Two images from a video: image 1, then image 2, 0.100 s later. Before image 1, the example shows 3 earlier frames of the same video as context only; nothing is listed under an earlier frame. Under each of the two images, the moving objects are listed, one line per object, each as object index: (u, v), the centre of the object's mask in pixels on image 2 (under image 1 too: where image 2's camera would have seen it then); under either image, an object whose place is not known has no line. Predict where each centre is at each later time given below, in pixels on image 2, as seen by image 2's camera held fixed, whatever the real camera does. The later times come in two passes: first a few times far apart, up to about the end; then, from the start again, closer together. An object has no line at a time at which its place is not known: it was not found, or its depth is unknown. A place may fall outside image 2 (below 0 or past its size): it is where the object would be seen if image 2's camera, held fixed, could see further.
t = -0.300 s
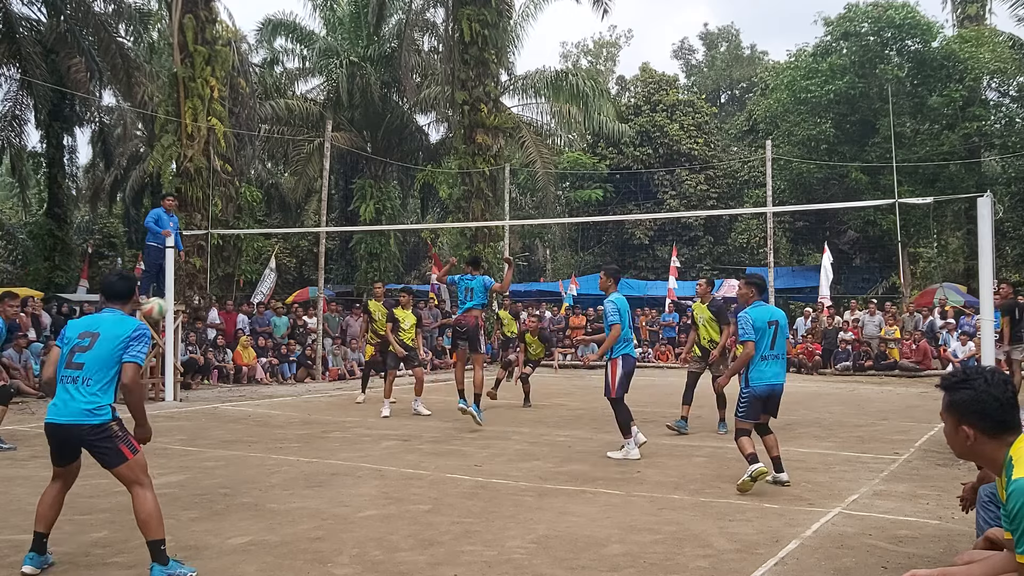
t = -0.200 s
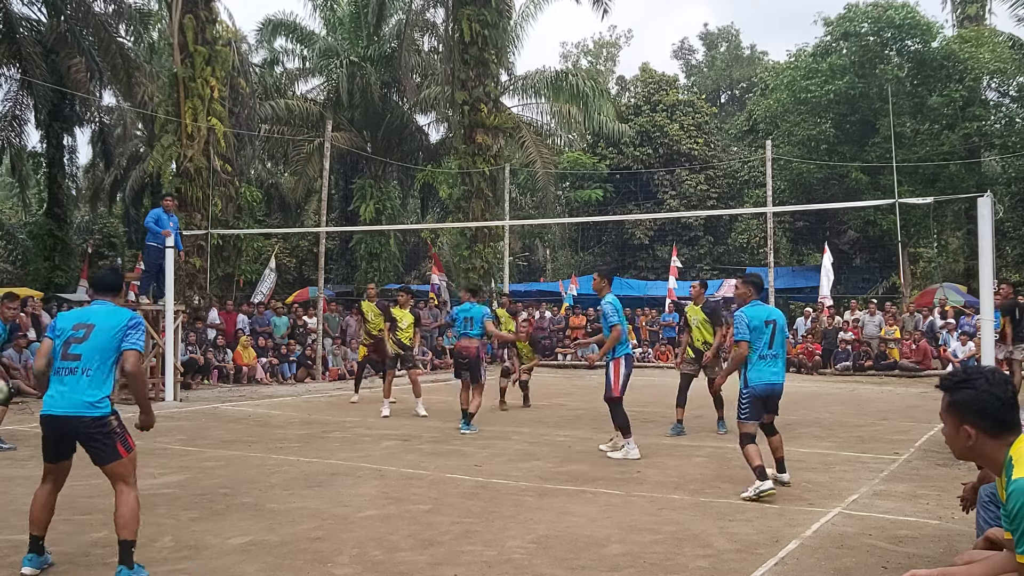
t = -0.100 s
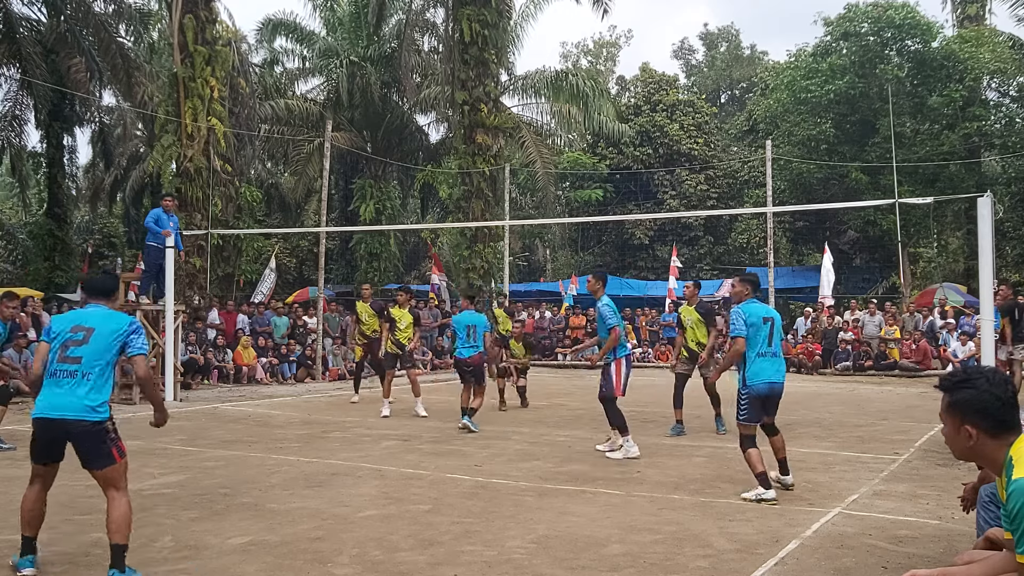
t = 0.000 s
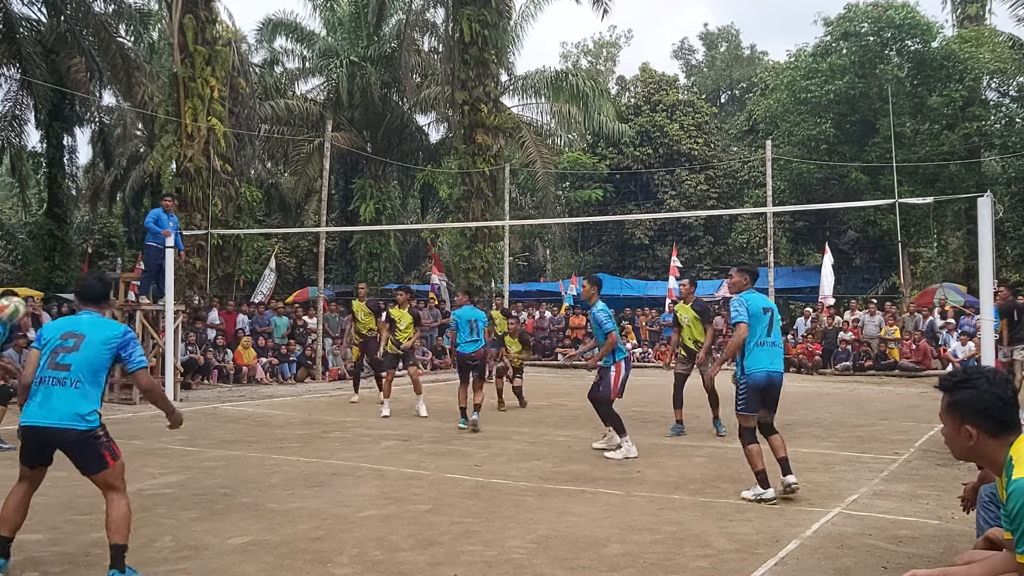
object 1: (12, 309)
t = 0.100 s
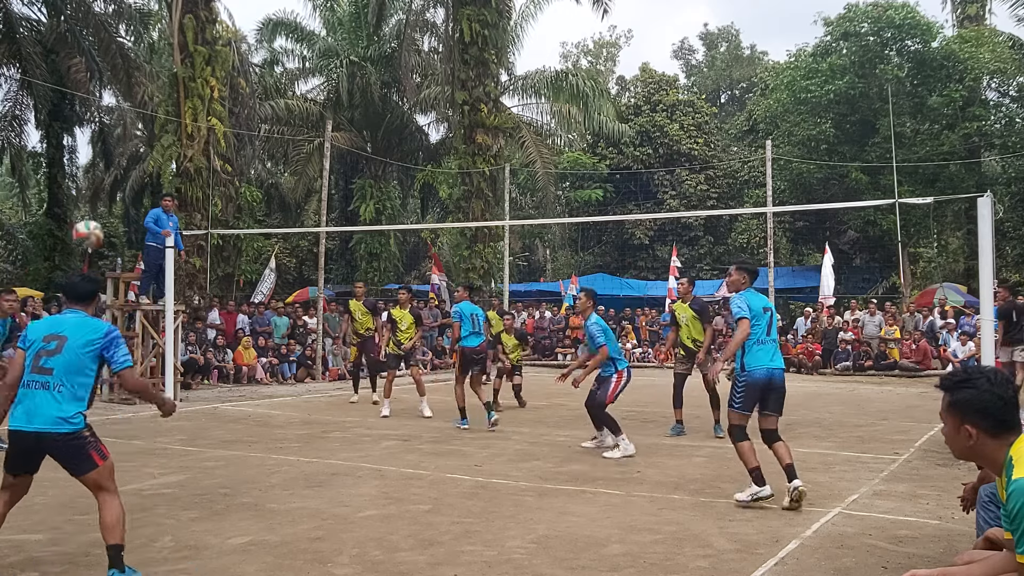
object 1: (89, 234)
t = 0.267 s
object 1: (212, 133)
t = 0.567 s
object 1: (420, 48)
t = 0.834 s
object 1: (600, 62)
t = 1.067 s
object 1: (755, 140)
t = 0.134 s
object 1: (114, 210)
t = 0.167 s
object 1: (138, 190)
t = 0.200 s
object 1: (162, 170)
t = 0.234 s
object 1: (186, 152)
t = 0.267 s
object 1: (212, 133)
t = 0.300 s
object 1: (235, 119)
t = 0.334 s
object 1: (258, 107)
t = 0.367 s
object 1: (282, 95)
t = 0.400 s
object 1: (305, 83)
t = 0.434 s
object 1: (328, 72)
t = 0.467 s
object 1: (350, 65)
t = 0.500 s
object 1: (374, 57)
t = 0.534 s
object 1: (398, 54)
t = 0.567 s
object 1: (420, 48)
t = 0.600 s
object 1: (442, 45)
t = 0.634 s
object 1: (465, 44)
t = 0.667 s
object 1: (488, 44)
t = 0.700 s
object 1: (510, 46)
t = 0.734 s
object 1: (533, 48)
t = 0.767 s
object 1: (556, 51)
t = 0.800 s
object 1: (577, 56)
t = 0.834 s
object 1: (600, 62)
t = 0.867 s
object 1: (622, 70)
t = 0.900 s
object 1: (644, 78)
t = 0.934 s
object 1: (668, 88)
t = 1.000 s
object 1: (712, 110)
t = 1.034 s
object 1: (733, 125)
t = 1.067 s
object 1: (755, 140)
